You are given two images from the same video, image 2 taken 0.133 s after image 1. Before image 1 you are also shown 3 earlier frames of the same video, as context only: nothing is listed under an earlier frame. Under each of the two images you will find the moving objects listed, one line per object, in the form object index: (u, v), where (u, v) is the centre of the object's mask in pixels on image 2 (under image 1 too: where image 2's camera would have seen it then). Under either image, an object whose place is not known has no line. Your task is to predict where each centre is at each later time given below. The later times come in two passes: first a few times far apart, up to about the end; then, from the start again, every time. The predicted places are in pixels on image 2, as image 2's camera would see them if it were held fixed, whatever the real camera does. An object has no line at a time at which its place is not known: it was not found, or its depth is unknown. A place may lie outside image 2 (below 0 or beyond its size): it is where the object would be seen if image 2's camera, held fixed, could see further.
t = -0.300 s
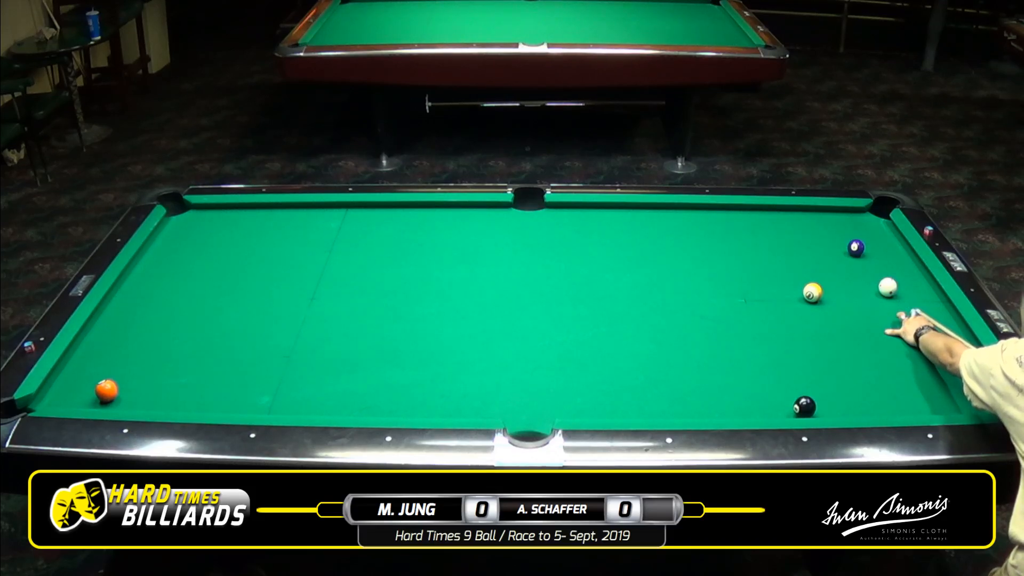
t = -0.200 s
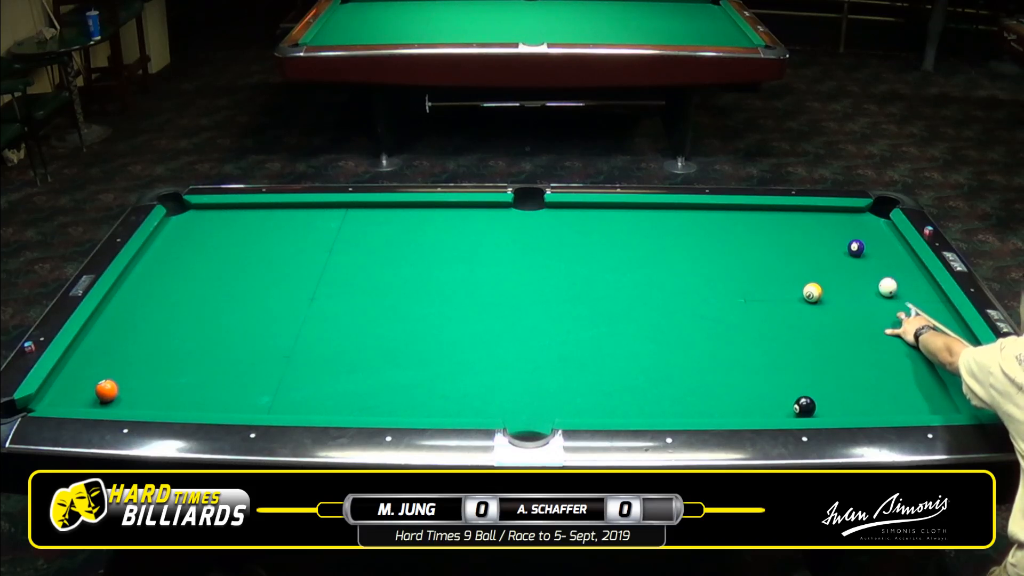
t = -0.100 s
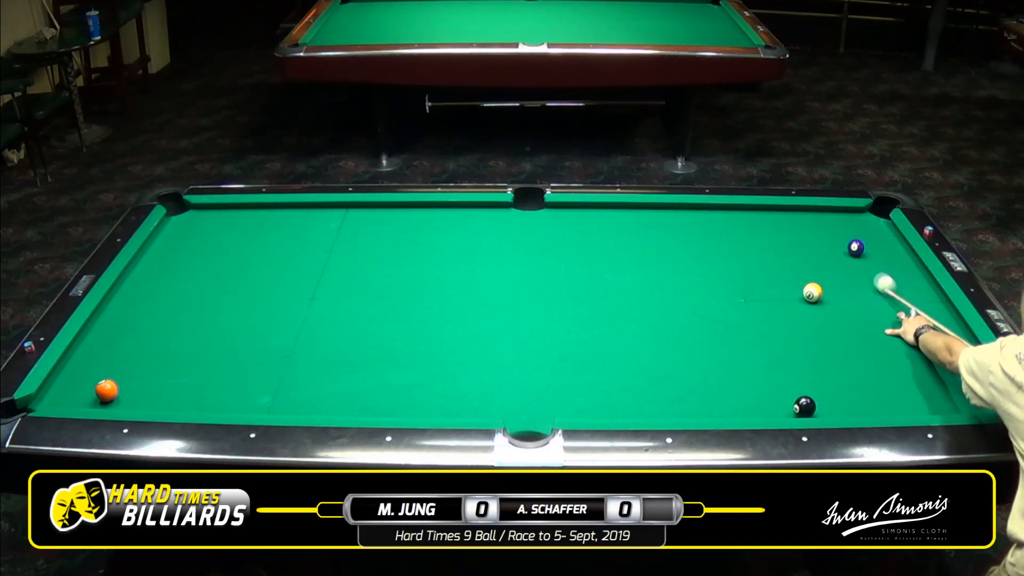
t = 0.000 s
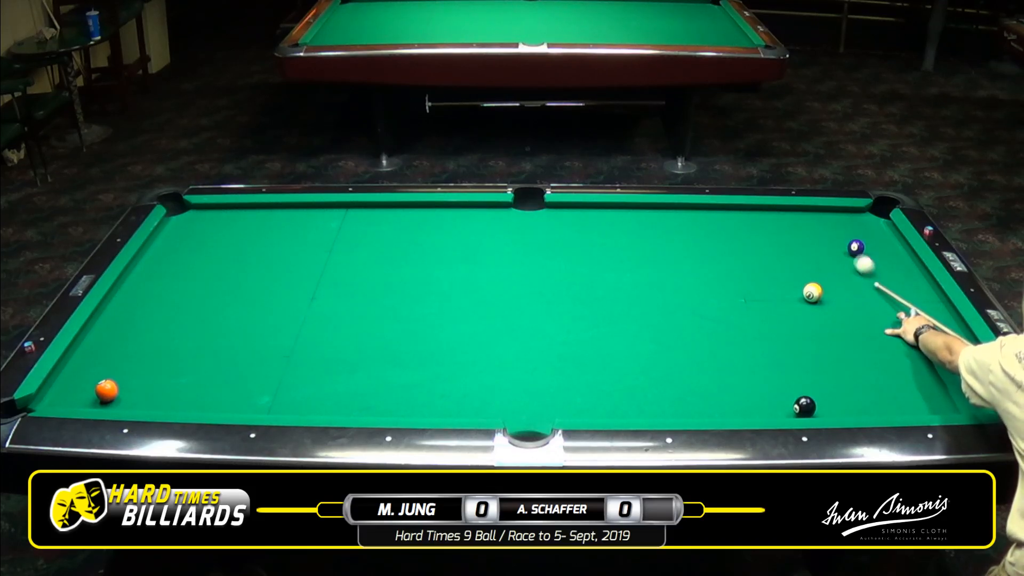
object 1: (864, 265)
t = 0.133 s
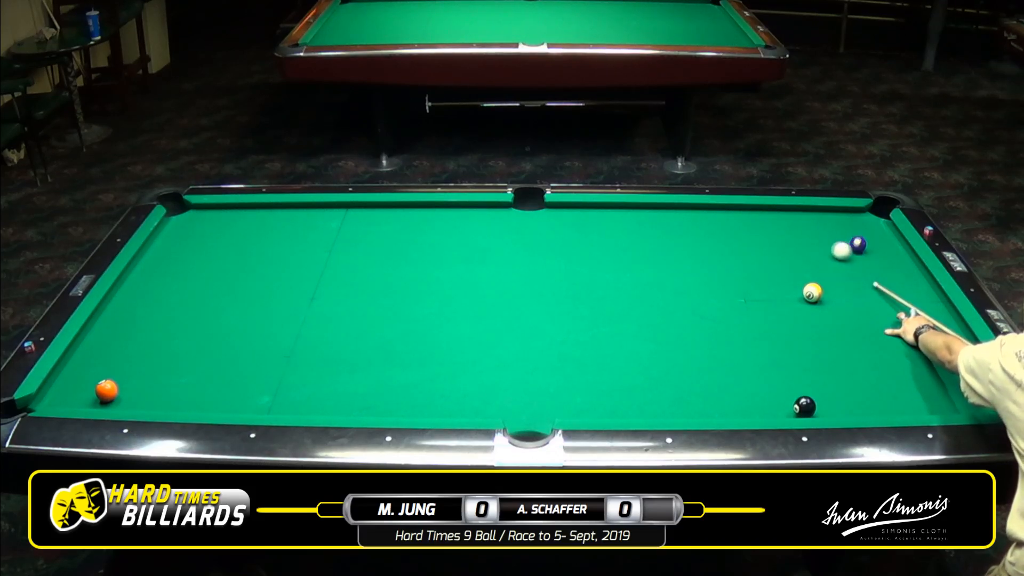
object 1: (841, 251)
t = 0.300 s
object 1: (812, 241)
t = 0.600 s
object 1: (763, 225)
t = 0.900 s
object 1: (718, 210)
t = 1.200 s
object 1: (685, 214)
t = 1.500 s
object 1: (655, 222)
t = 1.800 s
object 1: (626, 229)
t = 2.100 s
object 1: (597, 236)
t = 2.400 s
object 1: (570, 243)
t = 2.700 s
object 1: (544, 251)
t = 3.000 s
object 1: (521, 257)
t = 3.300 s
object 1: (498, 263)
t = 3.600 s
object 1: (477, 269)
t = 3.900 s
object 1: (458, 274)
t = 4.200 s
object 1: (441, 279)
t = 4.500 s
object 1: (426, 283)
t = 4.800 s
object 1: (414, 287)
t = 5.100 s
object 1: (404, 290)
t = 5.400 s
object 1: (396, 293)
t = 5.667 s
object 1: (391, 294)
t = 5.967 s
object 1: (387, 296)
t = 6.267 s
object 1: (387, 296)
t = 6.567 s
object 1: (387, 296)
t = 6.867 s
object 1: (387, 296)
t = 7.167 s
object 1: (387, 296)
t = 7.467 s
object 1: (387, 296)
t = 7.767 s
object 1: (387, 296)
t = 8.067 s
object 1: (387, 296)
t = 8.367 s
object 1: (388, 296)
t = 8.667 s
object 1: (388, 296)
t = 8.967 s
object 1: (387, 296)
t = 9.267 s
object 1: (387, 296)
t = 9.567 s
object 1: (387, 296)
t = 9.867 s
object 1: (387, 296)
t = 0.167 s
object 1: (835, 249)
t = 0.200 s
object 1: (829, 247)
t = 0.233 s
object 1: (824, 245)
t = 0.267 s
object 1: (818, 243)
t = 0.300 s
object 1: (812, 241)
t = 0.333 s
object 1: (806, 239)
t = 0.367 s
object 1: (801, 237)
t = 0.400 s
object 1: (795, 236)
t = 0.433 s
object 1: (790, 234)
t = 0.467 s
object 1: (784, 232)
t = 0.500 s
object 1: (779, 230)
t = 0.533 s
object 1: (774, 228)
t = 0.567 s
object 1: (768, 227)
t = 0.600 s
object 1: (763, 225)
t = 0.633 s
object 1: (758, 223)
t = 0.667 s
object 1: (753, 222)
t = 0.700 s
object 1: (748, 220)
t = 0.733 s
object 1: (743, 218)
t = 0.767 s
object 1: (738, 216)
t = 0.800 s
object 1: (733, 215)
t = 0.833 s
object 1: (728, 213)
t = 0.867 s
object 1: (723, 212)
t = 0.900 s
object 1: (718, 210)
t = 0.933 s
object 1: (713, 208)
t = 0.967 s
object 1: (709, 208)
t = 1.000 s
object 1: (706, 209)
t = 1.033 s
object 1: (702, 210)
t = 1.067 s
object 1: (699, 211)
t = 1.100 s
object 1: (695, 211)
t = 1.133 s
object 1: (692, 212)
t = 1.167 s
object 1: (689, 213)
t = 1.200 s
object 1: (685, 214)
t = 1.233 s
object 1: (682, 215)
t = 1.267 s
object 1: (678, 216)
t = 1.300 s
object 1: (675, 217)
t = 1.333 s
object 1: (672, 217)
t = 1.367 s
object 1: (668, 218)
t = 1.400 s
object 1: (665, 219)
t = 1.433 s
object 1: (662, 220)
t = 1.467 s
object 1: (658, 221)
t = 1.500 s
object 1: (655, 222)
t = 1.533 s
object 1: (652, 222)
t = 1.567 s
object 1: (648, 223)
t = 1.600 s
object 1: (645, 224)
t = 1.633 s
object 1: (642, 225)
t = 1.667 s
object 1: (639, 226)
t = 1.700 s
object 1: (635, 227)
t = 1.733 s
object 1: (632, 227)
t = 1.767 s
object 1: (629, 228)
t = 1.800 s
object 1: (626, 229)
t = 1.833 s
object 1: (622, 230)
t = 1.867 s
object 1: (619, 231)
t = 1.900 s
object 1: (616, 231)
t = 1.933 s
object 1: (613, 232)
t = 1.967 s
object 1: (610, 233)
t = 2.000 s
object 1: (607, 234)
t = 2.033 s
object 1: (604, 235)
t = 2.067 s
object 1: (600, 236)
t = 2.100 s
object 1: (597, 236)
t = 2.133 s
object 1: (594, 237)
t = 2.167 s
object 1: (591, 238)
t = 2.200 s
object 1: (588, 239)
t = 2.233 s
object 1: (585, 240)
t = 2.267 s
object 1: (582, 240)
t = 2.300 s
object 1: (579, 241)
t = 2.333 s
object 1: (576, 242)
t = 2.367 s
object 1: (573, 243)
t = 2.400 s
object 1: (570, 243)
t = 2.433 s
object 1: (567, 244)
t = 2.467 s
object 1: (564, 245)
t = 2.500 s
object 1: (561, 246)
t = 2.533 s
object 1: (559, 246)
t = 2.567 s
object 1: (556, 247)
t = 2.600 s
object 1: (553, 248)
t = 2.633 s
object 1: (550, 249)
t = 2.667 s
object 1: (547, 250)
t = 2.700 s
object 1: (544, 251)
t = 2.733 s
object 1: (542, 251)
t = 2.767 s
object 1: (539, 252)
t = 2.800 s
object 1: (536, 253)
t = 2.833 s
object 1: (534, 253)
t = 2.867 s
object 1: (531, 254)
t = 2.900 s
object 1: (528, 255)
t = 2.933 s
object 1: (526, 256)
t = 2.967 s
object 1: (523, 256)
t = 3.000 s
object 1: (521, 257)
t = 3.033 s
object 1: (518, 258)
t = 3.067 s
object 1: (515, 258)
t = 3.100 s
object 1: (513, 259)
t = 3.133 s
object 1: (510, 260)
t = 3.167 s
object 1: (508, 260)
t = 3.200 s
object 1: (505, 261)
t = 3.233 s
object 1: (503, 262)
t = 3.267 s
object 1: (500, 263)
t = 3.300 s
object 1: (498, 263)
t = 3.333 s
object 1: (496, 264)
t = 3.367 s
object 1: (493, 264)
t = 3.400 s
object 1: (491, 265)
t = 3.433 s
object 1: (489, 266)
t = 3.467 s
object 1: (486, 266)
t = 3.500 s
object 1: (484, 267)
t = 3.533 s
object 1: (482, 267)
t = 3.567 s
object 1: (479, 268)
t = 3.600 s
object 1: (477, 269)
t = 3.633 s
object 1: (475, 269)
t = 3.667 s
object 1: (473, 270)
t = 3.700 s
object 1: (471, 271)
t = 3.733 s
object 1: (468, 271)
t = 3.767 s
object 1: (466, 272)
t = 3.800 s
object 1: (464, 272)
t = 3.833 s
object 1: (462, 273)
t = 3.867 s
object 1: (460, 274)
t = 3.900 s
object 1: (458, 274)
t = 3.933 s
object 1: (456, 275)
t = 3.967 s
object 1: (454, 275)
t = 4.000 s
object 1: (452, 276)
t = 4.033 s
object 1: (450, 276)
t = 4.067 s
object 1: (448, 277)
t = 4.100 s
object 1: (447, 278)
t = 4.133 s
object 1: (445, 278)
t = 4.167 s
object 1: (443, 278)
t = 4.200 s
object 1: (441, 279)
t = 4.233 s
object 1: (439, 279)
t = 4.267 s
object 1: (438, 280)
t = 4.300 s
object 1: (436, 280)
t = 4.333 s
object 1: (435, 281)
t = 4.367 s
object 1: (433, 281)
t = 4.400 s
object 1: (431, 282)
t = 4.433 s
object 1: (430, 282)
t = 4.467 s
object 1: (428, 283)
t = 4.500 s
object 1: (426, 283)
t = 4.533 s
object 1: (425, 284)
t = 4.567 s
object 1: (424, 284)
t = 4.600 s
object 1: (422, 284)
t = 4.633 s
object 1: (421, 285)
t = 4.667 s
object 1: (419, 285)
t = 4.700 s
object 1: (418, 286)
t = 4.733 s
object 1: (417, 286)
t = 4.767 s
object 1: (415, 287)
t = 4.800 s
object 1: (414, 287)
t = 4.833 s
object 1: (413, 287)
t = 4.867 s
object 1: (412, 288)
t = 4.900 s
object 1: (410, 288)
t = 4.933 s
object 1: (409, 288)
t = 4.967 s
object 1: (408, 289)
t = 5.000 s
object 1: (407, 289)
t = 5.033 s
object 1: (406, 289)
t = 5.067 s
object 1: (405, 290)
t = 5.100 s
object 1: (404, 290)
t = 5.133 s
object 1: (403, 290)
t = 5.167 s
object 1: (402, 290)
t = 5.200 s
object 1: (401, 291)
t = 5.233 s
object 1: (400, 291)
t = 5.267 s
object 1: (399, 291)
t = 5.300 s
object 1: (398, 292)
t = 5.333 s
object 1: (397, 292)
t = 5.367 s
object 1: (396, 292)
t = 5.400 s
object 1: (396, 293)
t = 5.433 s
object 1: (395, 293)
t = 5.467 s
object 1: (394, 293)
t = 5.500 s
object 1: (393, 293)
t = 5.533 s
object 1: (393, 293)
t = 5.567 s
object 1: (392, 294)
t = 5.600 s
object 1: (392, 294)
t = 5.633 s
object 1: (391, 294)
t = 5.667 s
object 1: (391, 294)
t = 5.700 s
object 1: (390, 295)
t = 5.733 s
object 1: (390, 295)
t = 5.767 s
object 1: (389, 295)
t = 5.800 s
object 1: (389, 295)
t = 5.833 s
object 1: (388, 295)
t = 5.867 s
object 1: (388, 295)
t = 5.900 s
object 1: (388, 296)
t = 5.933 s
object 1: (388, 296)
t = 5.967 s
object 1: (387, 296)
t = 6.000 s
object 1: (387, 296)
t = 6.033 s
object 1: (387, 296)
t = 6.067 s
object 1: (387, 296)
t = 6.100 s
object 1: (387, 296)
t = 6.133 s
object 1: (387, 296)
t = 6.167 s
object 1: (387, 296)
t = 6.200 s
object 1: (387, 296)
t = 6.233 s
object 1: (387, 296)
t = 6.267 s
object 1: (387, 296)
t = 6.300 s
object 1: (387, 296)
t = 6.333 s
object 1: (387, 296)
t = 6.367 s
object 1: (387, 296)
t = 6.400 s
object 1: (387, 296)
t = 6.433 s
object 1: (387, 296)
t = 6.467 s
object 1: (387, 296)
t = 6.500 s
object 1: (387, 296)
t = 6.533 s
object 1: (387, 296)
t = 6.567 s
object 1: (387, 296)
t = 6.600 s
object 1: (387, 296)
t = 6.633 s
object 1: (387, 296)
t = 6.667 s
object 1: (387, 296)
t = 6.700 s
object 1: (387, 296)
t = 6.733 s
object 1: (387, 296)
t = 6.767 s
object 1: (387, 296)
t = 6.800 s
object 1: (387, 296)
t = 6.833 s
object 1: (387, 296)
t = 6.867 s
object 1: (387, 296)
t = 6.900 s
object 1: (387, 296)
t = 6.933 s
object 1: (387, 296)
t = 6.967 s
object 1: (387, 296)
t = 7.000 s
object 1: (388, 296)
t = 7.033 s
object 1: (387, 296)
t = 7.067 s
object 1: (387, 296)
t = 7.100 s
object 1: (387, 296)
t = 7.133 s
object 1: (387, 296)
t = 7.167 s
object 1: (387, 296)
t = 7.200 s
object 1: (387, 296)
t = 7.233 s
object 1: (387, 296)
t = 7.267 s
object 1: (388, 296)
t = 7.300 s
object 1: (387, 296)
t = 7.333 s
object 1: (387, 296)
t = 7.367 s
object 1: (387, 296)
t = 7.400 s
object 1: (388, 296)
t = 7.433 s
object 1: (388, 296)
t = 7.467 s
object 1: (387, 296)
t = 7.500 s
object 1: (388, 296)
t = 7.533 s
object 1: (387, 296)
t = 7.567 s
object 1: (387, 296)
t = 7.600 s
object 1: (387, 296)
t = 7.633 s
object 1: (387, 296)
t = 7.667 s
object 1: (387, 296)
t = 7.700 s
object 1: (387, 296)
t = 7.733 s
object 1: (387, 296)
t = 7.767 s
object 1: (387, 296)
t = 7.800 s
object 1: (387, 296)
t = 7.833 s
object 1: (387, 296)
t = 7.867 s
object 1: (387, 296)
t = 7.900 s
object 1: (387, 296)
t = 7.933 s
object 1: (387, 296)
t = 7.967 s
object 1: (387, 296)
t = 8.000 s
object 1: (387, 296)
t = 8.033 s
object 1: (387, 296)
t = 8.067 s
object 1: (387, 296)
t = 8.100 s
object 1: (388, 296)
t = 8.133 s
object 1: (388, 296)
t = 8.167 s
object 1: (387, 296)
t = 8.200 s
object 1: (387, 296)
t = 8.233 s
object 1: (388, 296)
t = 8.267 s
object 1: (388, 296)
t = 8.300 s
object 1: (388, 296)
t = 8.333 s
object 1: (387, 296)
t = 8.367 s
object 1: (388, 296)
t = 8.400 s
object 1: (388, 296)
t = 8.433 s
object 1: (388, 296)
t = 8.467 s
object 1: (388, 296)
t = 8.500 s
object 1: (388, 296)
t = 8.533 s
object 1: (388, 296)
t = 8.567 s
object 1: (388, 296)
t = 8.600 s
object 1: (388, 296)
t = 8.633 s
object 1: (388, 296)
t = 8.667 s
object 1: (388, 296)
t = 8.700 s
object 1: (388, 296)
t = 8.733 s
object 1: (388, 296)
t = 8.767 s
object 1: (388, 296)
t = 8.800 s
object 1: (388, 296)
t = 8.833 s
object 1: (388, 296)
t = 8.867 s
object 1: (388, 296)
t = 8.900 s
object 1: (387, 296)
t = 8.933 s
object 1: (388, 296)
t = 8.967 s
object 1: (387, 296)
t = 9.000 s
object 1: (387, 296)
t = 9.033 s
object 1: (387, 296)
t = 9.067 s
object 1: (387, 296)
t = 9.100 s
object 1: (387, 296)
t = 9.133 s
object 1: (387, 296)
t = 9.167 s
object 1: (387, 296)
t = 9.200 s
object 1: (387, 296)
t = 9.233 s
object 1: (387, 296)
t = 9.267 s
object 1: (387, 296)
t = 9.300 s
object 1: (387, 296)
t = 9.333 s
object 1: (387, 296)
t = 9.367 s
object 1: (387, 296)
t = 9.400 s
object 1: (387, 296)
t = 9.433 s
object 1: (387, 296)
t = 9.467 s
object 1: (387, 296)
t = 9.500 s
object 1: (387, 296)
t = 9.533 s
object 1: (387, 296)
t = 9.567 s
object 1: (387, 296)
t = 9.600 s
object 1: (387, 296)
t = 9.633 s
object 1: (387, 296)
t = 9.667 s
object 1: (387, 296)
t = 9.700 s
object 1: (387, 296)
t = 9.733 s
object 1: (387, 296)
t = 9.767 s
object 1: (387, 296)
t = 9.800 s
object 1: (387, 296)
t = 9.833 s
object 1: (387, 296)
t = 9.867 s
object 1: (387, 296)
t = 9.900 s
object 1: (387, 296)
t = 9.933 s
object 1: (387, 296)
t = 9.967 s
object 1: (387, 296)
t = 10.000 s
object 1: (387, 296)
